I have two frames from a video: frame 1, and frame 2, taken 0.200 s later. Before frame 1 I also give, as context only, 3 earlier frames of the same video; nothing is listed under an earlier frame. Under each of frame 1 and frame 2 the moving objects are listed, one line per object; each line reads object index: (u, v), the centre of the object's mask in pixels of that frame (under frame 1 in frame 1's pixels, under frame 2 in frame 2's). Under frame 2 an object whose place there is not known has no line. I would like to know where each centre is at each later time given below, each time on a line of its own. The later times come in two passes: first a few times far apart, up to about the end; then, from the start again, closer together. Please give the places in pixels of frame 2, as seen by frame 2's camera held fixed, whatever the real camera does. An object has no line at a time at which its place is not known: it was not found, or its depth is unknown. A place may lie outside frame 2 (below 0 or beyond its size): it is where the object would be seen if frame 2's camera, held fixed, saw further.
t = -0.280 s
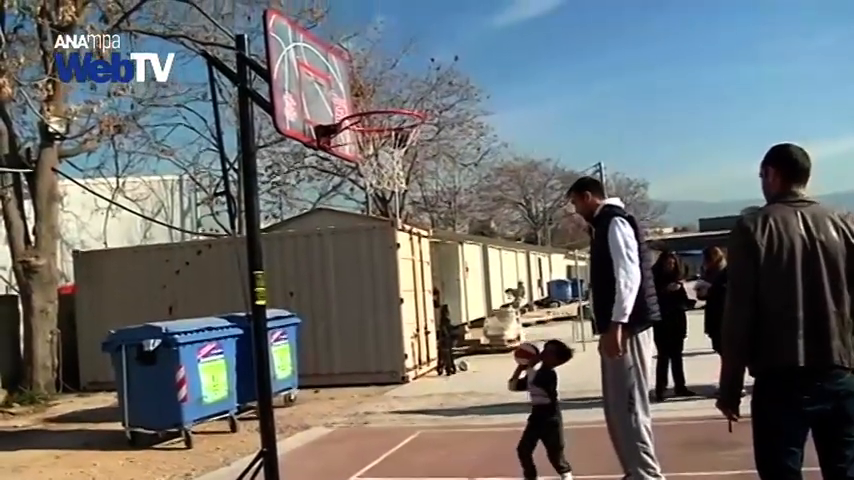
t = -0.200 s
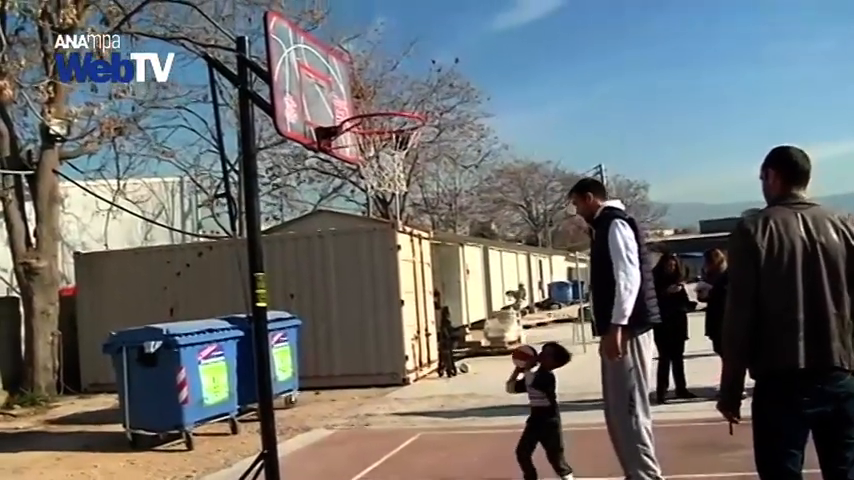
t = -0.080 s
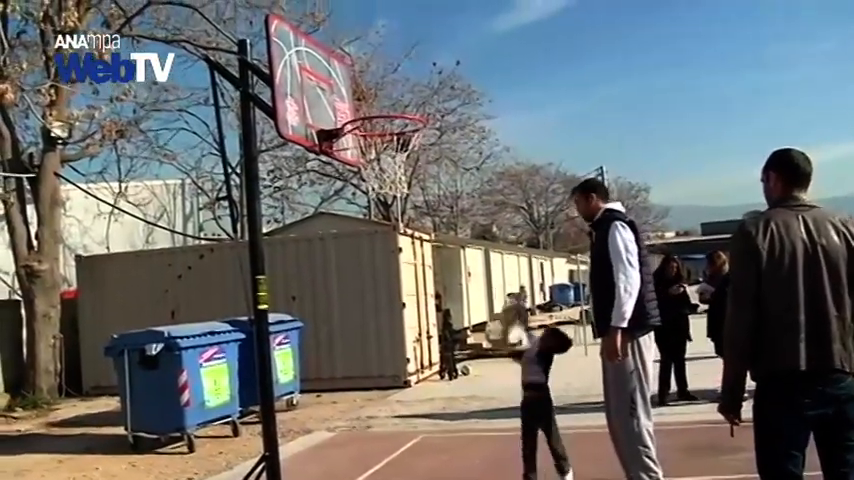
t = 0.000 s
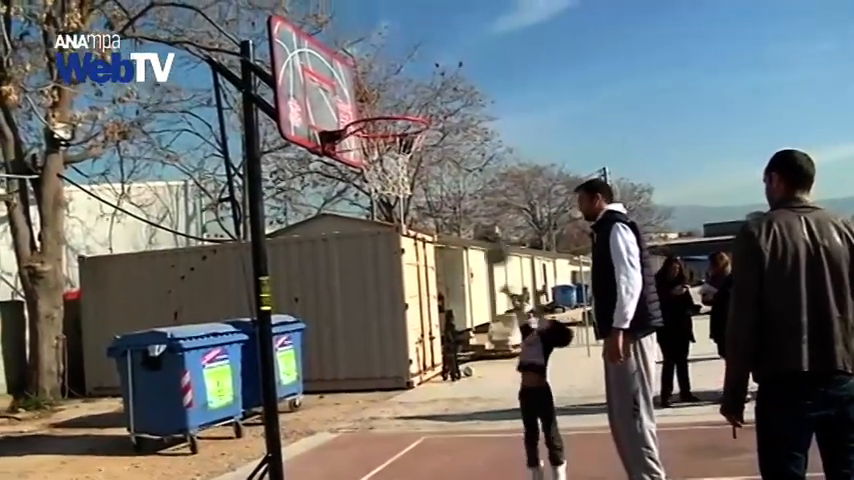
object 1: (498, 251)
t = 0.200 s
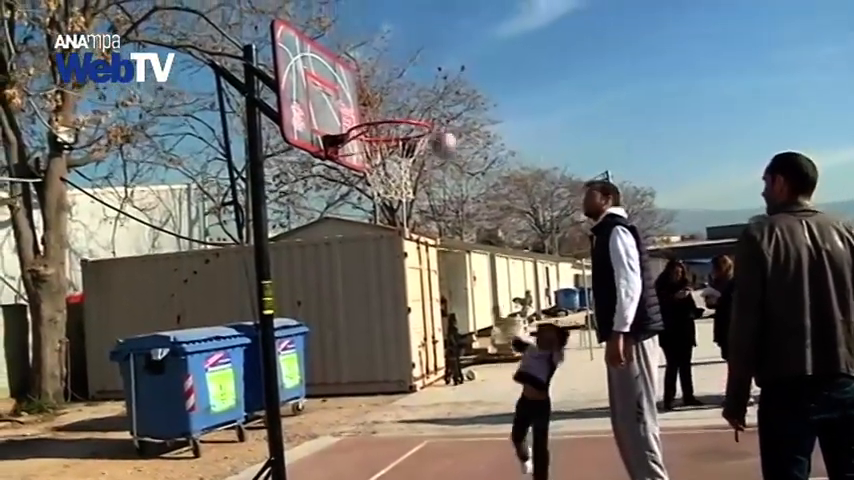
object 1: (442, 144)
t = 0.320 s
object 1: (411, 102)
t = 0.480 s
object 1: (366, 77)
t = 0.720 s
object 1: (353, 92)
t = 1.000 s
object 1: (426, 168)
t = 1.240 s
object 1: (430, 198)
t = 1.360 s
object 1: (429, 244)
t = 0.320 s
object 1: (411, 102)
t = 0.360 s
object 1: (399, 92)
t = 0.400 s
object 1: (389, 85)
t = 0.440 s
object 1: (376, 79)
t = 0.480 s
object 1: (366, 77)
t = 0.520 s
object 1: (354, 76)
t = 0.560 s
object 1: (343, 78)
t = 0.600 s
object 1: (345, 78)
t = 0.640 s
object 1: (347, 79)
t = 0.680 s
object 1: (351, 84)
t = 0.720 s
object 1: (353, 92)
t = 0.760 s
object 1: (358, 102)
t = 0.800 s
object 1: (363, 113)
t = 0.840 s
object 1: (374, 128)
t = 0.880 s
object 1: (389, 135)
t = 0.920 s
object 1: (403, 150)
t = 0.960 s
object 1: (416, 162)
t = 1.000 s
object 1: (426, 168)
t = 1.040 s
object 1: (432, 169)
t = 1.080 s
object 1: (432, 173)
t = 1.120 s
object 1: (433, 176)
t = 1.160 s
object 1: (432, 181)
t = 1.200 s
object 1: (431, 188)
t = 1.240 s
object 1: (430, 198)
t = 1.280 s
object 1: (428, 215)
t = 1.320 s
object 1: (429, 227)
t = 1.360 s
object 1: (429, 244)
